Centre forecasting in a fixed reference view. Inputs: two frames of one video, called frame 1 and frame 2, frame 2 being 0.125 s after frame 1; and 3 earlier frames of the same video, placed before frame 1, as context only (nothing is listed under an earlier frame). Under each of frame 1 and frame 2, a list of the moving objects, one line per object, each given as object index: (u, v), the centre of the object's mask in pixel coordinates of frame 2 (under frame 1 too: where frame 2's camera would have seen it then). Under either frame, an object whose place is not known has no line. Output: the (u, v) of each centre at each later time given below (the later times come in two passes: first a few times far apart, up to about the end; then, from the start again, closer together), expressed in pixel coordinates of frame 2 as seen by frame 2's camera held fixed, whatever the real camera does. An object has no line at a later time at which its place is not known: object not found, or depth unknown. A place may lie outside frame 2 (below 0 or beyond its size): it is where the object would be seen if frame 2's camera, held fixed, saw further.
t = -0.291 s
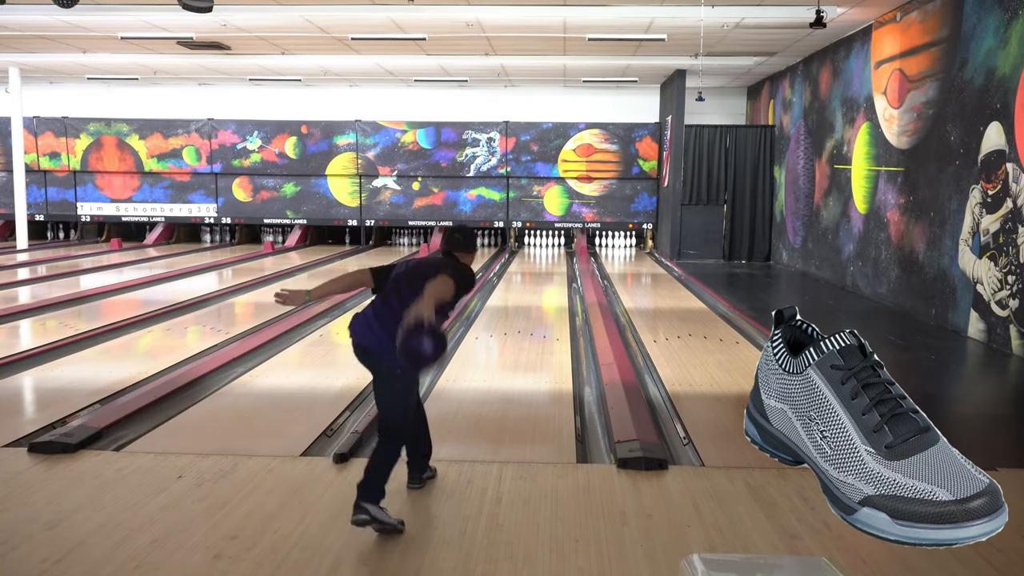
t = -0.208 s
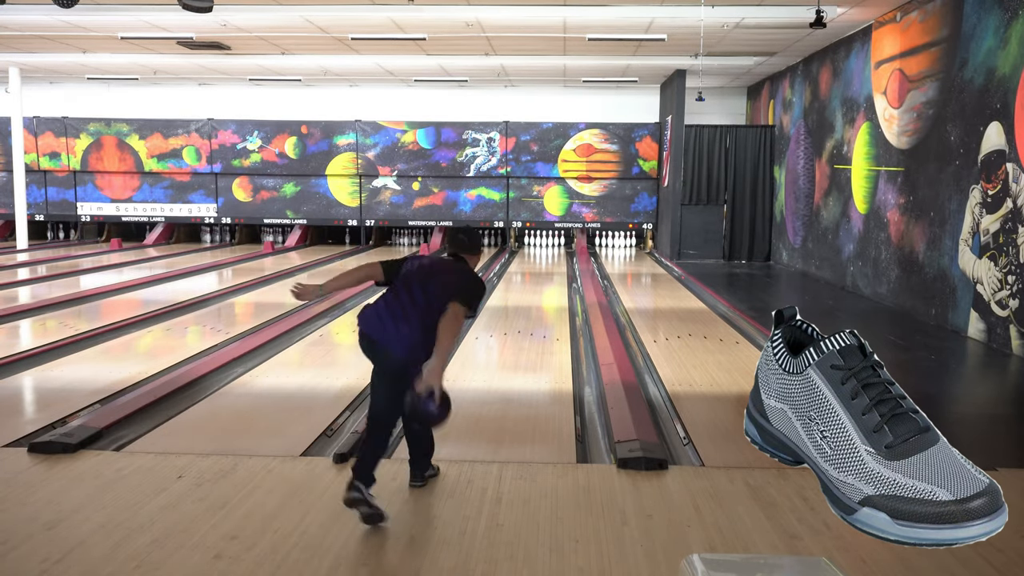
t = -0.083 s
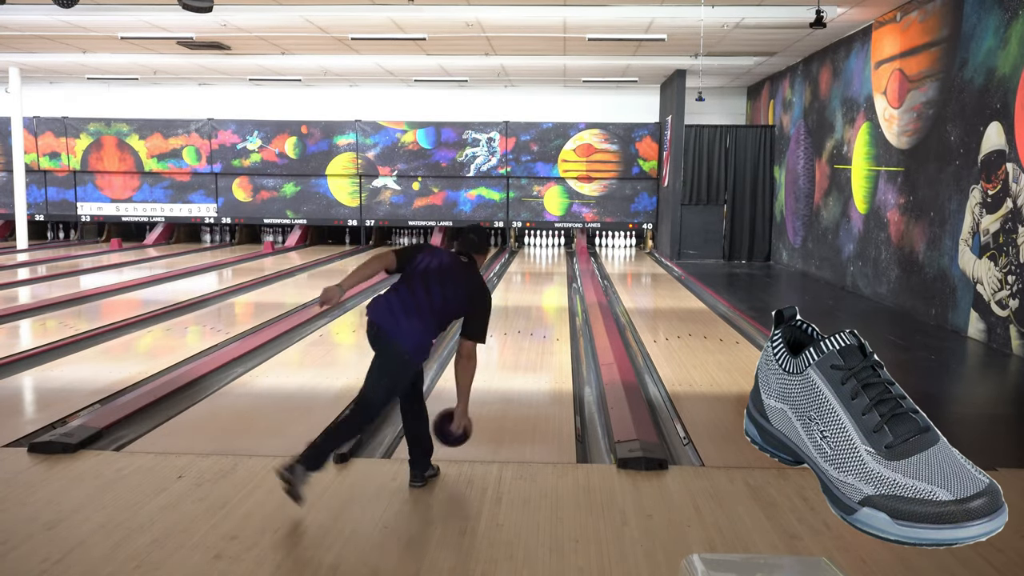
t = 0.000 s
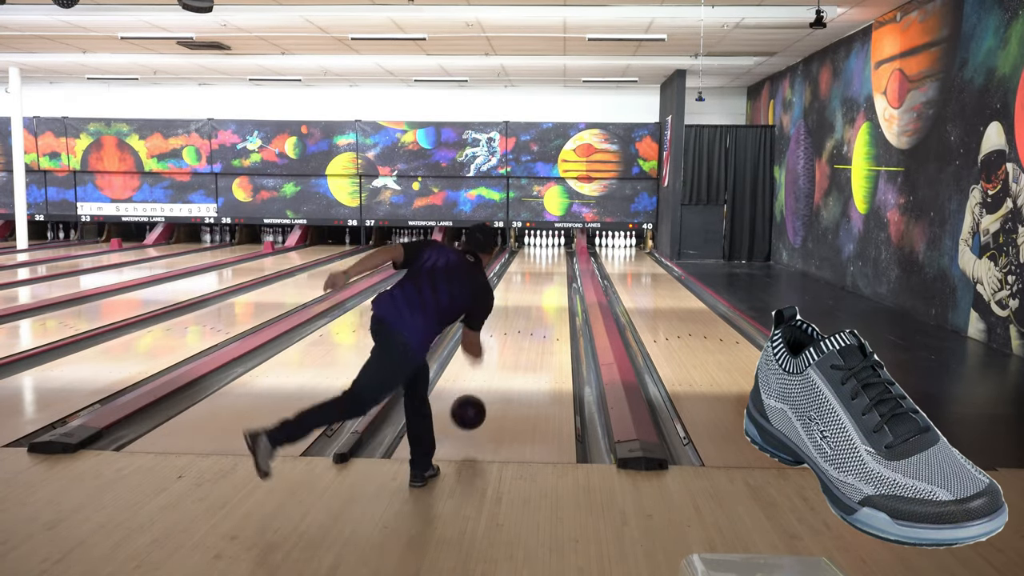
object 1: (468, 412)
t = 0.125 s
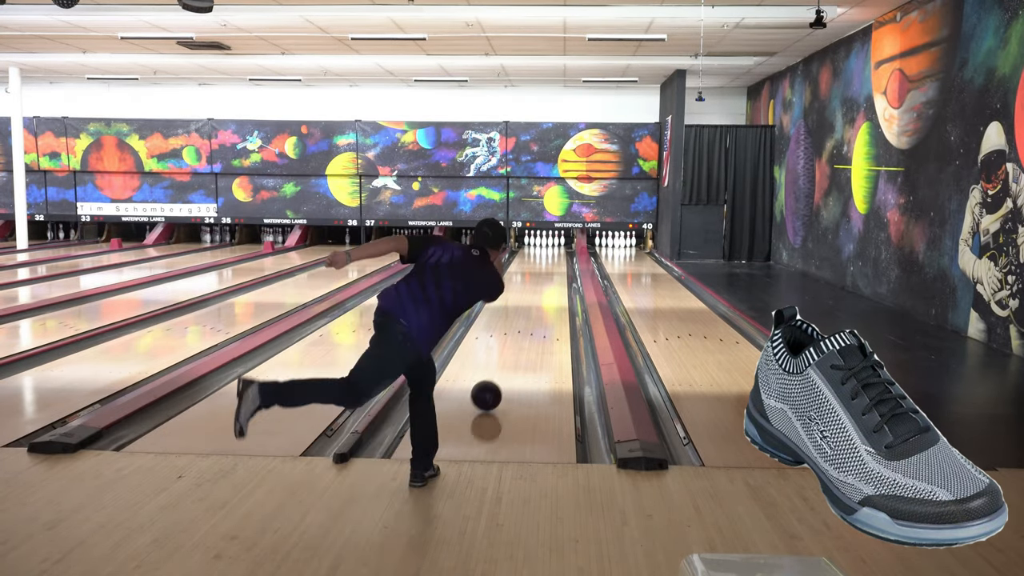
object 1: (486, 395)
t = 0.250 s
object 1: (499, 372)
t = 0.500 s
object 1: (517, 339)
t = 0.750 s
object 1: (532, 314)
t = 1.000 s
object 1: (541, 296)
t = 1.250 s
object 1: (547, 283)
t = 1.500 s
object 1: (552, 273)
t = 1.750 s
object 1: (558, 264)
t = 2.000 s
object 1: (556, 258)
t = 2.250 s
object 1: (555, 252)
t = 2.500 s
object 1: (552, 248)
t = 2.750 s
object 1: (549, 244)
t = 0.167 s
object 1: (491, 388)
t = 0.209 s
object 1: (495, 380)
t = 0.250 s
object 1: (499, 372)
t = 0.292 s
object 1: (503, 365)
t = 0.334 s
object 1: (507, 359)
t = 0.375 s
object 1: (510, 353)
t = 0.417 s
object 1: (513, 347)
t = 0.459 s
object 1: (516, 342)
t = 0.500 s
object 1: (517, 339)
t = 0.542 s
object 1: (528, 331)
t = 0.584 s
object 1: (524, 328)
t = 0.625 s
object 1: (526, 324)
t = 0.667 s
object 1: (528, 320)
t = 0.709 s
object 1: (530, 317)
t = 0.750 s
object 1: (532, 314)
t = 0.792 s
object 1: (533, 310)
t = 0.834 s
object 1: (535, 307)
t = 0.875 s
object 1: (536, 304)
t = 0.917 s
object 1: (538, 301)
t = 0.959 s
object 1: (539, 299)
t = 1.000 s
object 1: (541, 296)
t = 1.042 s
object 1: (542, 294)
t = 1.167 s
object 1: (543, 289)
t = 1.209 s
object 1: (546, 285)
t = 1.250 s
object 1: (547, 283)
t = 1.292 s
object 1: (548, 281)
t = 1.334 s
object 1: (549, 279)
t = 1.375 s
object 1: (550, 278)
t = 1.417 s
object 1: (550, 276)
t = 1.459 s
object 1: (551, 274)
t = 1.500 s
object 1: (552, 273)
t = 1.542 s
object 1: (552, 271)
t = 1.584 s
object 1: (552, 270)
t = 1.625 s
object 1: (551, 271)
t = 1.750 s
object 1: (558, 264)
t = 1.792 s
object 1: (556, 263)
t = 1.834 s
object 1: (556, 262)
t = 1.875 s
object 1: (556, 261)
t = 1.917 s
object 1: (556, 259)
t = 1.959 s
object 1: (556, 258)
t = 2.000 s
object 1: (556, 258)
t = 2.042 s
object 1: (556, 257)
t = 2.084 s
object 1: (556, 256)
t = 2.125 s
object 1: (556, 255)
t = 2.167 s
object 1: (556, 254)
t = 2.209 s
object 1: (555, 253)
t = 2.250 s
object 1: (555, 252)
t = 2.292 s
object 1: (555, 251)
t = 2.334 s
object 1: (554, 251)
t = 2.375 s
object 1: (554, 250)
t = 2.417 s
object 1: (554, 249)
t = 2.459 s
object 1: (553, 248)
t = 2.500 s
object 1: (552, 248)
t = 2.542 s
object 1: (551, 247)
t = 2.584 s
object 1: (551, 246)
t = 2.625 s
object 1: (550, 246)
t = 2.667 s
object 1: (549, 245)
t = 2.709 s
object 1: (549, 244)
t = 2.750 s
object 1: (549, 244)
